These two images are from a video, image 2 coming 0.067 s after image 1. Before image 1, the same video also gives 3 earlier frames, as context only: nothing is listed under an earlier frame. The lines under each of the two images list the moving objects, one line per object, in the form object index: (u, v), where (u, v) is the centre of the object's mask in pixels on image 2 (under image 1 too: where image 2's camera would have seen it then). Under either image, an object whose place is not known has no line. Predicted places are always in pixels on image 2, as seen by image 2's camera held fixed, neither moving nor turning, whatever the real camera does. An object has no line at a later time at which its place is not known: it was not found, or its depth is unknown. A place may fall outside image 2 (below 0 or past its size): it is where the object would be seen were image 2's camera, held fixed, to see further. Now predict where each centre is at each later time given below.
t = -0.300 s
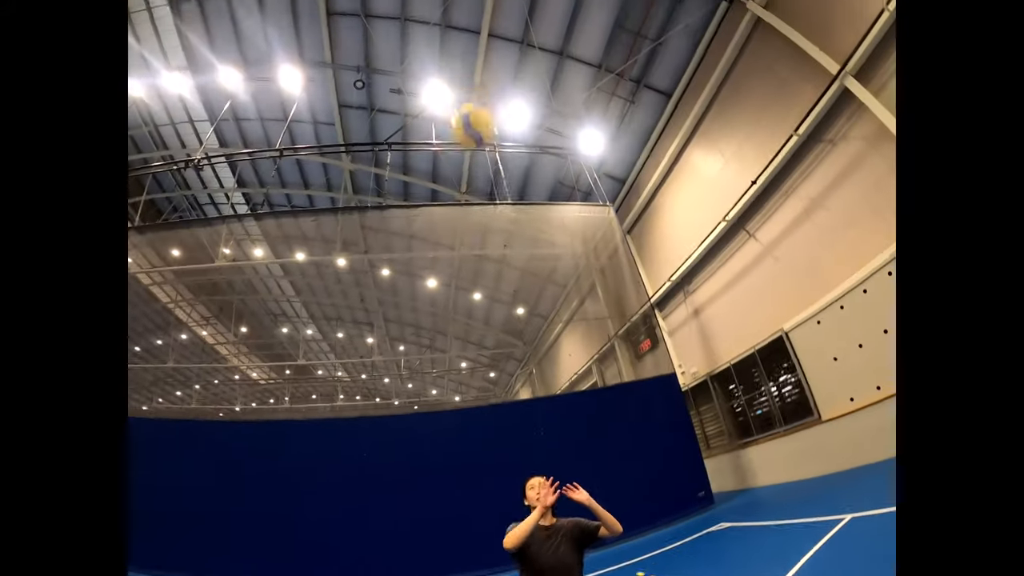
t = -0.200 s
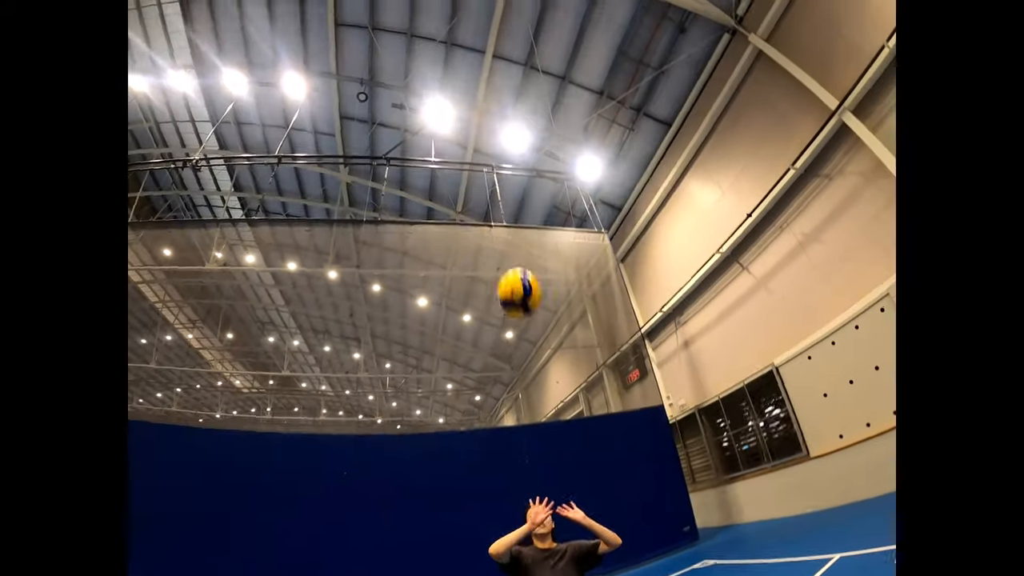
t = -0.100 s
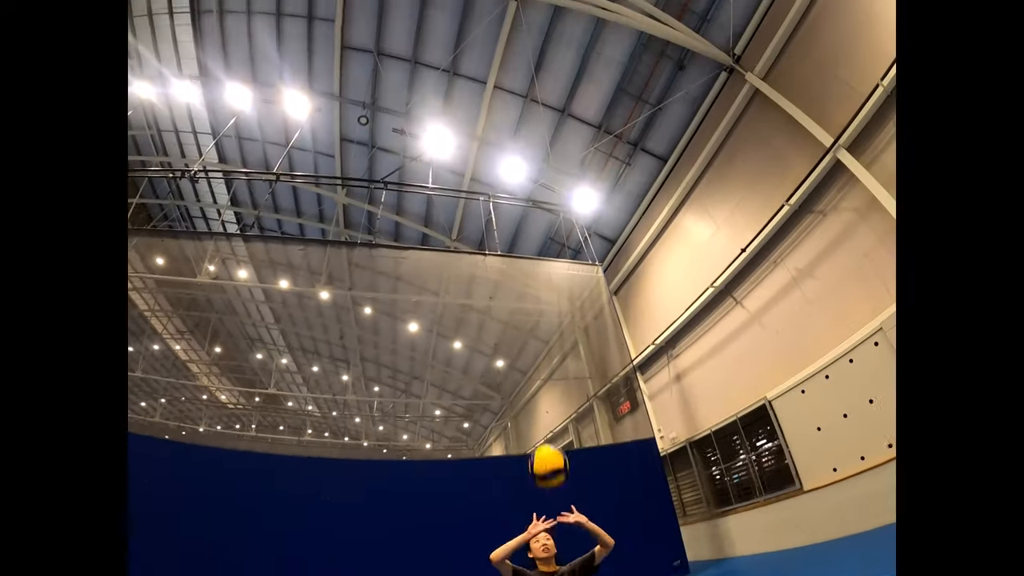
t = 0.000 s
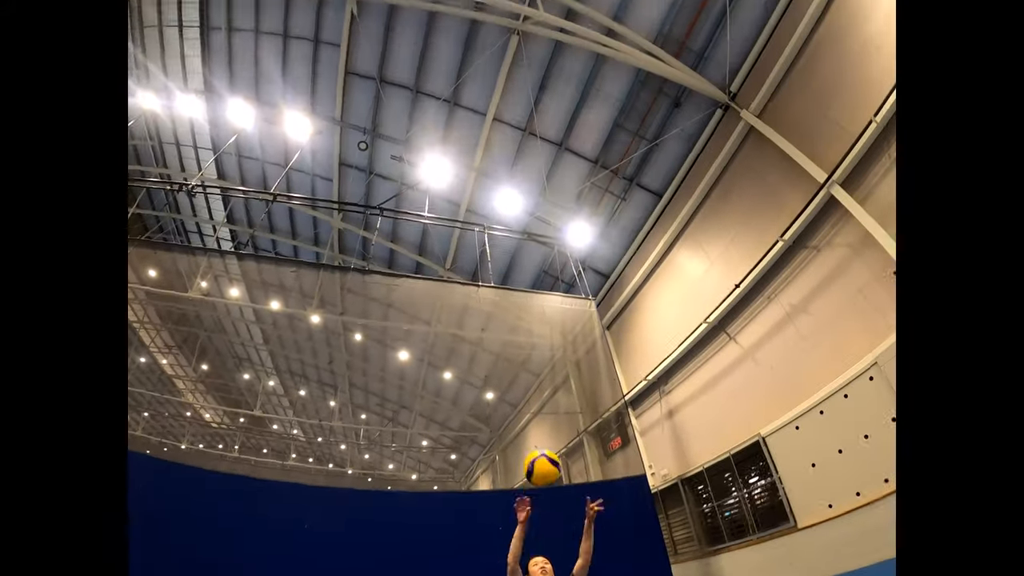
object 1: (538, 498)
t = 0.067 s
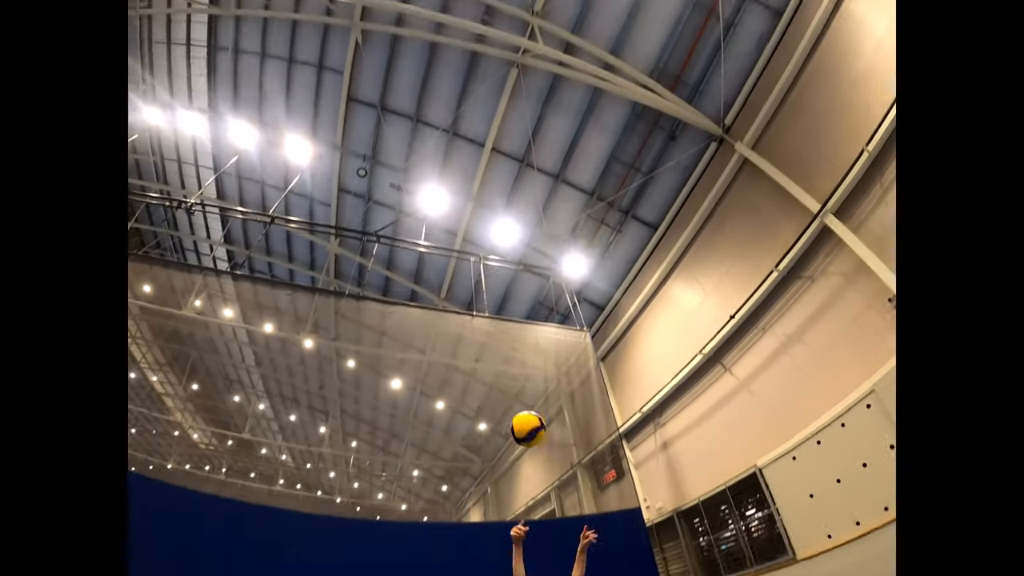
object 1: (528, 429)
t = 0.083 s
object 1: (524, 414)
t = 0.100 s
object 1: (523, 399)
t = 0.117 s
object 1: (520, 386)
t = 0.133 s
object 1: (519, 373)
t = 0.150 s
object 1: (517, 361)
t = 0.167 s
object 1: (515, 350)
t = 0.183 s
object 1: (513, 339)
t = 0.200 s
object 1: (512, 329)
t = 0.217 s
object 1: (511, 319)
